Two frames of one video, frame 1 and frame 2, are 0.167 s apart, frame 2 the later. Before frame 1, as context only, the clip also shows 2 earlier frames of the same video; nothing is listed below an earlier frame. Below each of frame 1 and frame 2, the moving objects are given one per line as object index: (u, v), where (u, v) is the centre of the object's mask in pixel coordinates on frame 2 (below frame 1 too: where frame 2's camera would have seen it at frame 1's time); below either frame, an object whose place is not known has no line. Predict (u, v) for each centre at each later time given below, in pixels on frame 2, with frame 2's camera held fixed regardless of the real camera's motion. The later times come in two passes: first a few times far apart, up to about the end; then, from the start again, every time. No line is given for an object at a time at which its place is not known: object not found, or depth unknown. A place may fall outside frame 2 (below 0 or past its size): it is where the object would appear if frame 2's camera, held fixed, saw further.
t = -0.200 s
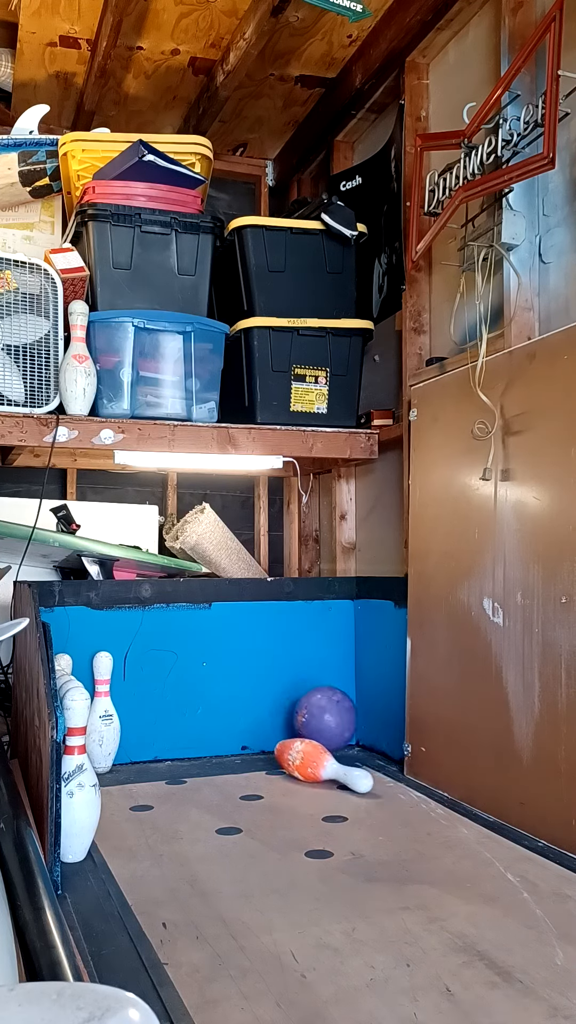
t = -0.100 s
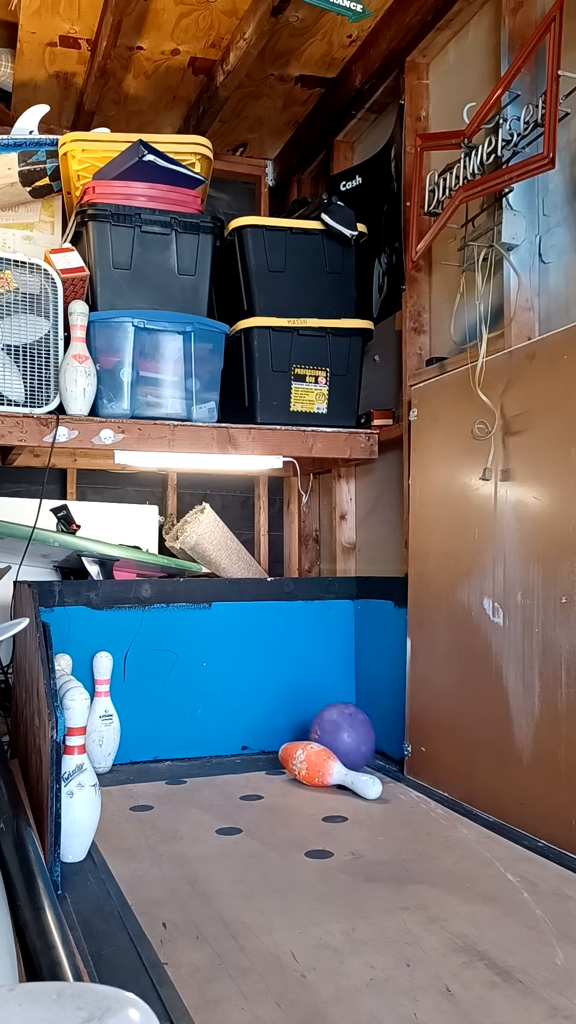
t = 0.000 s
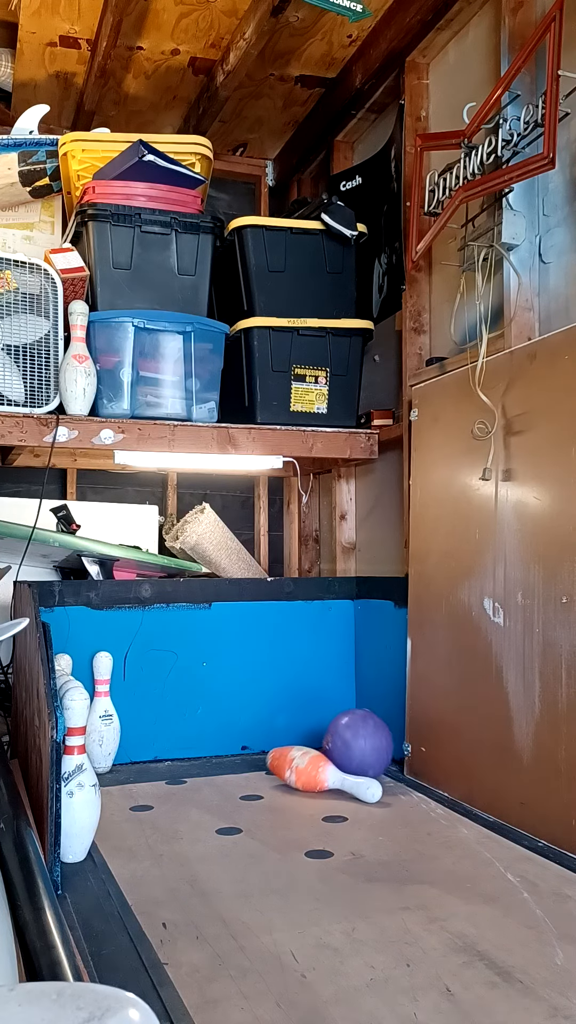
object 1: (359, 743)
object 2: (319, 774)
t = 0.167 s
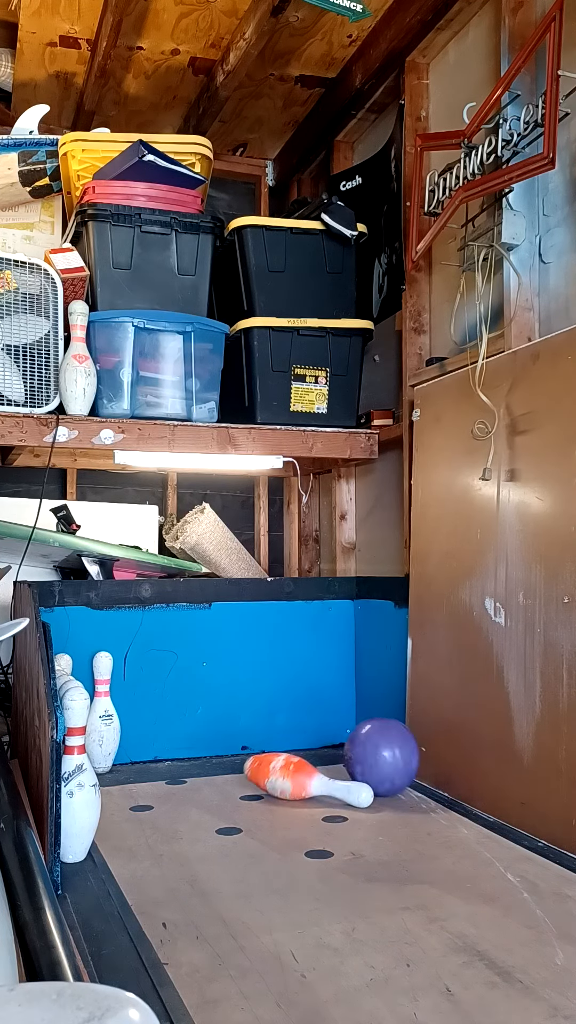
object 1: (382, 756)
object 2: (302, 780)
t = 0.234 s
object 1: (392, 761)
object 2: (297, 783)
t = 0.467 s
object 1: (432, 780)
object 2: (286, 796)
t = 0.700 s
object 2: (289, 810)
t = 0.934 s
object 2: (310, 825)
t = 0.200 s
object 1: (387, 758)
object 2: (299, 782)
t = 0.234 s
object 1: (392, 761)
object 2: (297, 783)
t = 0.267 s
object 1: (397, 764)
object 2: (295, 785)
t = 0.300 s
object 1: (403, 766)
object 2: (292, 787)
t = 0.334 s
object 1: (408, 769)
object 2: (290, 788)
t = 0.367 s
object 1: (414, 772)
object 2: (289, 790)
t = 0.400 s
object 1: (420, 774)
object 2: (287, 792)
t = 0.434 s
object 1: (426, 777)
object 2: (287, 794)
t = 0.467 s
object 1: (432, 780)
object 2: (286, 796)
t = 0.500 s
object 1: (438, 783)
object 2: (285, 798)
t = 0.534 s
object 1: (445, 786)
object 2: (285, 800)
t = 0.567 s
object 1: (451, 789)
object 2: (285, 802)
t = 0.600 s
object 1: (458, 792)
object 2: (286, 804)
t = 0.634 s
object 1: (465, 795)
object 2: (286, 806)
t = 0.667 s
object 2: (287, 808)
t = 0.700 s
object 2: (289, 810)
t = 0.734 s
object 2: (291, 812)
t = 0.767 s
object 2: (293, 814)
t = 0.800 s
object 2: (295, 816)
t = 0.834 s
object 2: (298, 818)
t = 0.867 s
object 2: (301, 821)
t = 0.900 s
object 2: (305, 823)
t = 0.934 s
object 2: (310, 825)
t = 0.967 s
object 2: (314, 828)
